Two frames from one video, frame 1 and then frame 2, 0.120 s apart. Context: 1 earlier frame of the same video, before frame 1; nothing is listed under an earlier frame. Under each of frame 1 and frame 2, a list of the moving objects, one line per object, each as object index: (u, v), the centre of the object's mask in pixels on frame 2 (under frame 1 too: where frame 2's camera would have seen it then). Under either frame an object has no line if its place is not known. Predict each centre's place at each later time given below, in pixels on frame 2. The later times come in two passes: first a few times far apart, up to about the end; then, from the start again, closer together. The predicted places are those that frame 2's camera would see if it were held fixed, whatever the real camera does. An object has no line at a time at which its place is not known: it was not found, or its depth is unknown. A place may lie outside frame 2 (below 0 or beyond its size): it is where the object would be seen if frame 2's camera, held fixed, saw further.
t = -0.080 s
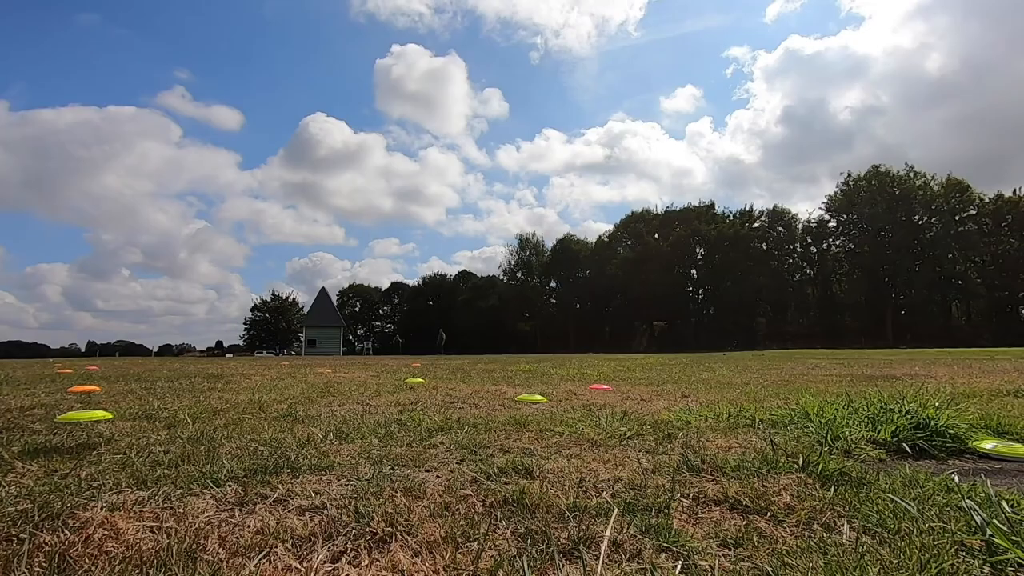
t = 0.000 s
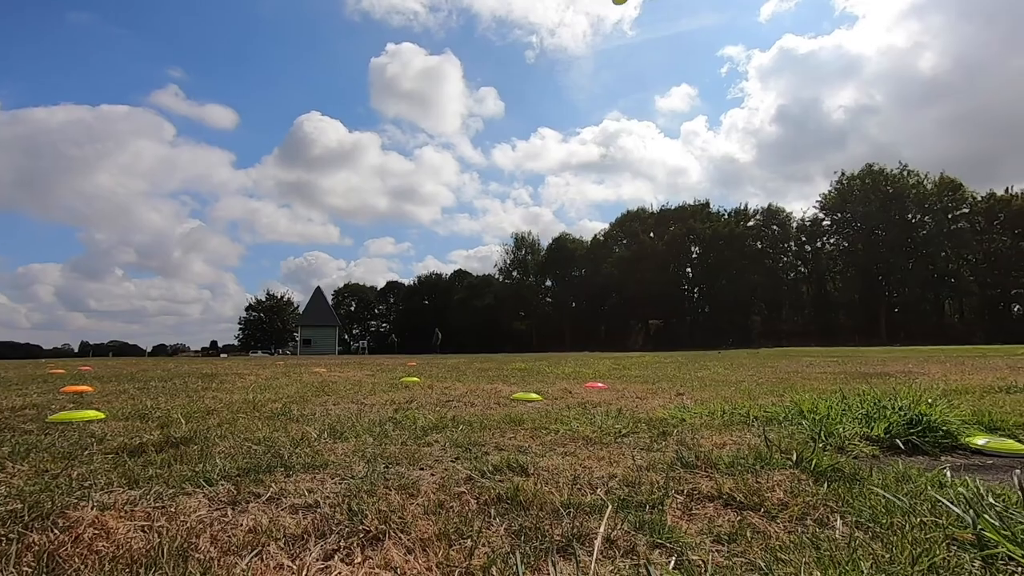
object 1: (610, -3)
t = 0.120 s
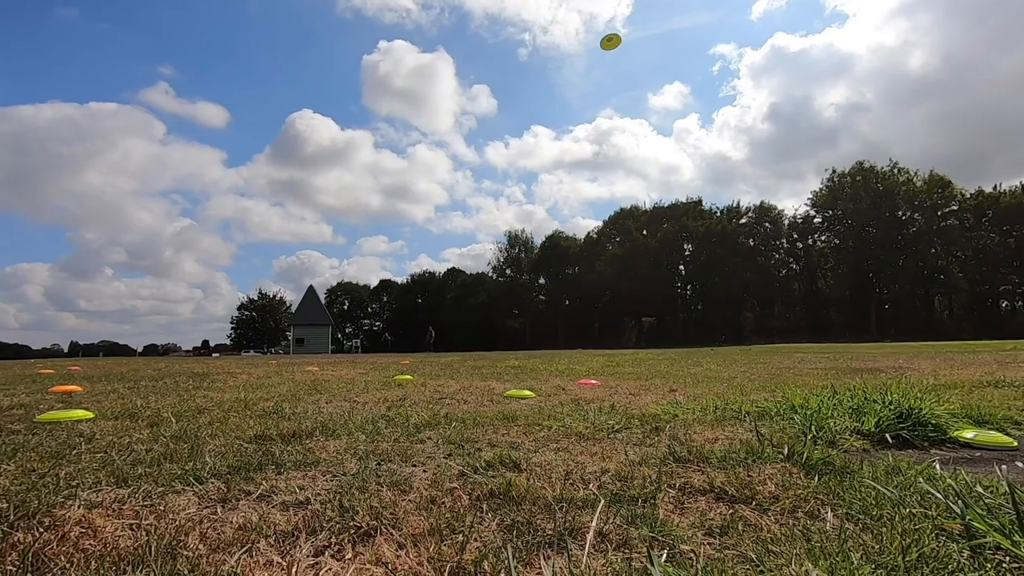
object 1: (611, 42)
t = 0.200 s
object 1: (605, 87)
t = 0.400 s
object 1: (562, 285)
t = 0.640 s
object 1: (545, 345)
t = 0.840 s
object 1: (614, 521)
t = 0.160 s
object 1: (608, 62)
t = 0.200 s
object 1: (605, 87)
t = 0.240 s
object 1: (600, 114)
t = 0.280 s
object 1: (594, 147)
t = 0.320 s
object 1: (586, 185)
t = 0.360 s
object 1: (576, 231)
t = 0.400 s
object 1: (562, 285)
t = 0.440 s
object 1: (545, 351)
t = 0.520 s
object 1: (527, 392)
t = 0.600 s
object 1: (538, 354)
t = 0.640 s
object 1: (545, 345)
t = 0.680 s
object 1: (553, 346)
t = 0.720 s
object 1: (562, 357)
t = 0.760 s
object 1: (575, 387)
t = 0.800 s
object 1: (589, 442)
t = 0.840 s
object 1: (614, 521)
